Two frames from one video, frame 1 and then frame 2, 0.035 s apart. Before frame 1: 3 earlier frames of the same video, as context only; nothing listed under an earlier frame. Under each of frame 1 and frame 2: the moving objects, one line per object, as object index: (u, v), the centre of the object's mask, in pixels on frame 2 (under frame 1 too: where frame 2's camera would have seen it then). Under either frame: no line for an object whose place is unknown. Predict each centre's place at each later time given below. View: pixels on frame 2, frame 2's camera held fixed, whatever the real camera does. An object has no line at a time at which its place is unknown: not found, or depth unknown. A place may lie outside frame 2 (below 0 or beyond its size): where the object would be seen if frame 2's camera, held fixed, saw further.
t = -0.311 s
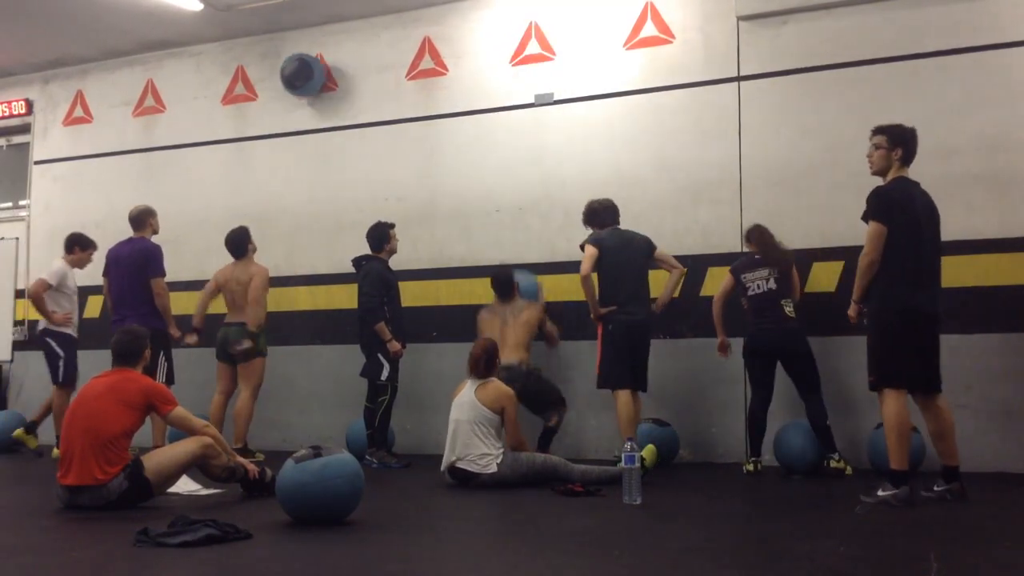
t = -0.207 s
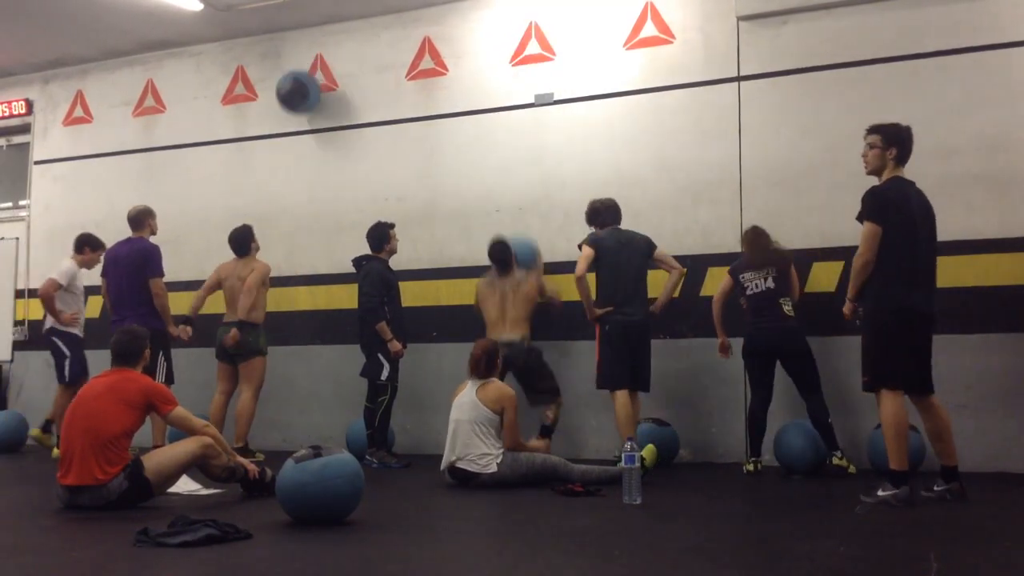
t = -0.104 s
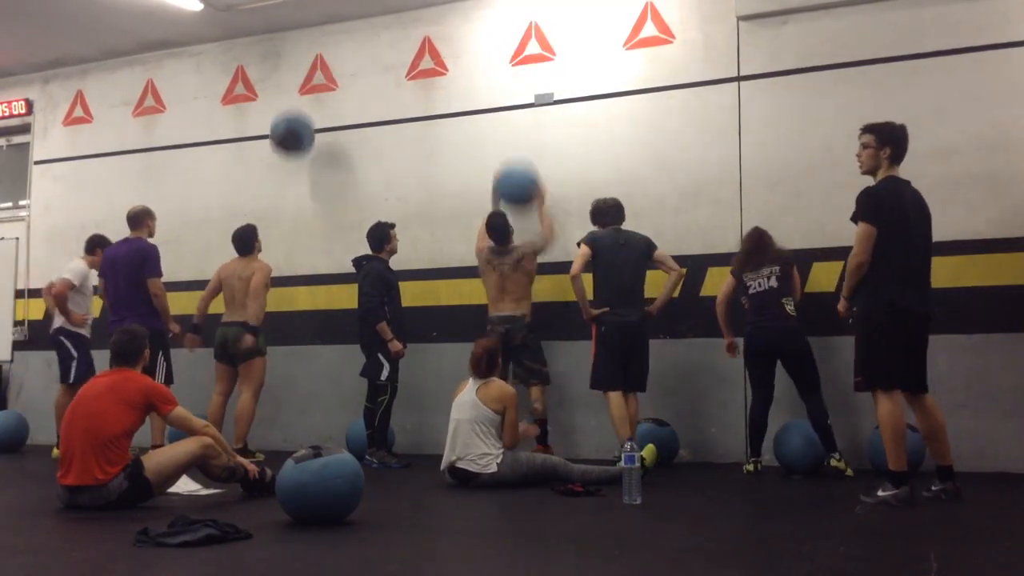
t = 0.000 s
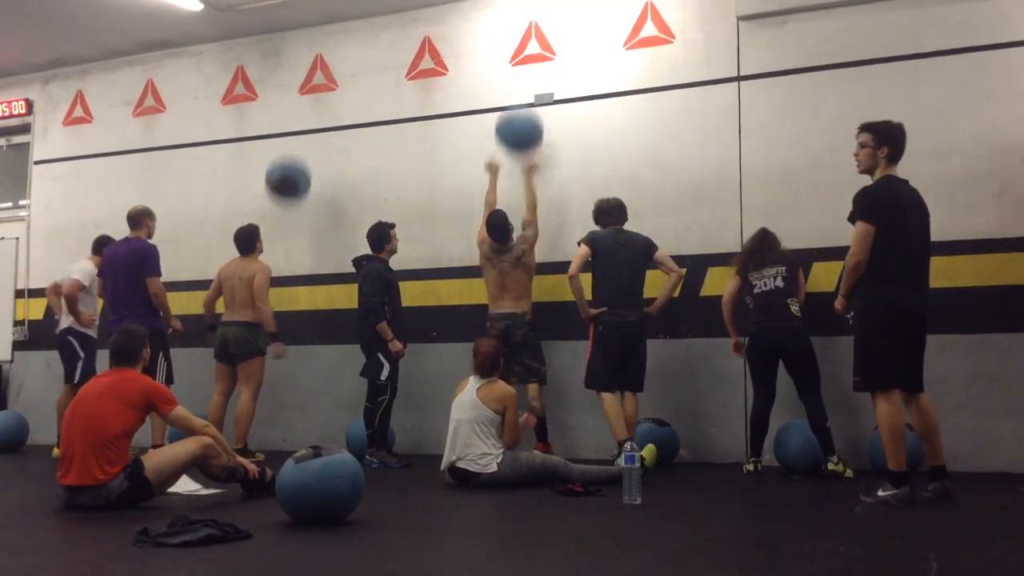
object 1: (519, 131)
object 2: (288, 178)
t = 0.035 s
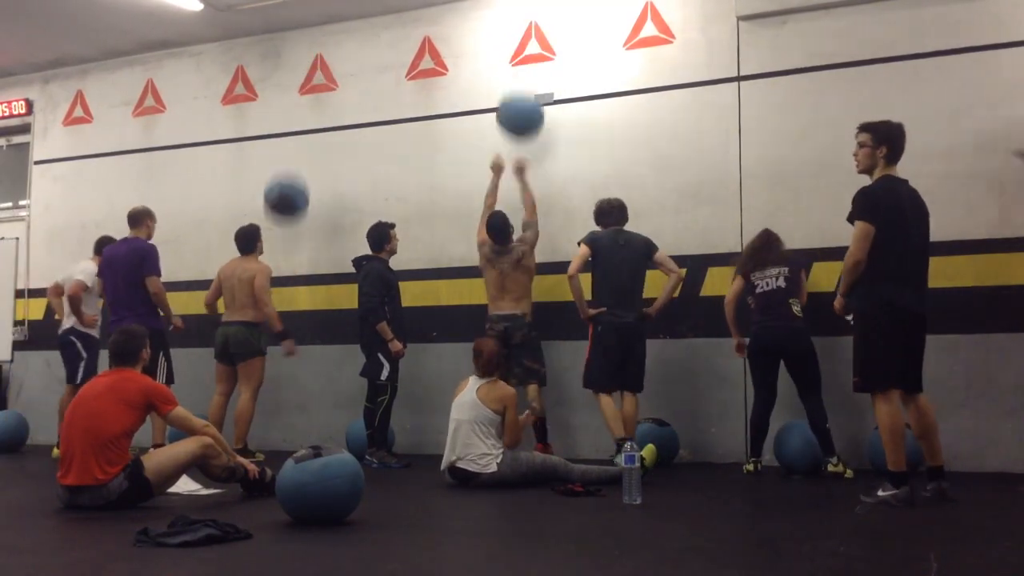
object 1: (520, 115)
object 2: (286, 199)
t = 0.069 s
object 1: (521, 101)
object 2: (284, 218)
